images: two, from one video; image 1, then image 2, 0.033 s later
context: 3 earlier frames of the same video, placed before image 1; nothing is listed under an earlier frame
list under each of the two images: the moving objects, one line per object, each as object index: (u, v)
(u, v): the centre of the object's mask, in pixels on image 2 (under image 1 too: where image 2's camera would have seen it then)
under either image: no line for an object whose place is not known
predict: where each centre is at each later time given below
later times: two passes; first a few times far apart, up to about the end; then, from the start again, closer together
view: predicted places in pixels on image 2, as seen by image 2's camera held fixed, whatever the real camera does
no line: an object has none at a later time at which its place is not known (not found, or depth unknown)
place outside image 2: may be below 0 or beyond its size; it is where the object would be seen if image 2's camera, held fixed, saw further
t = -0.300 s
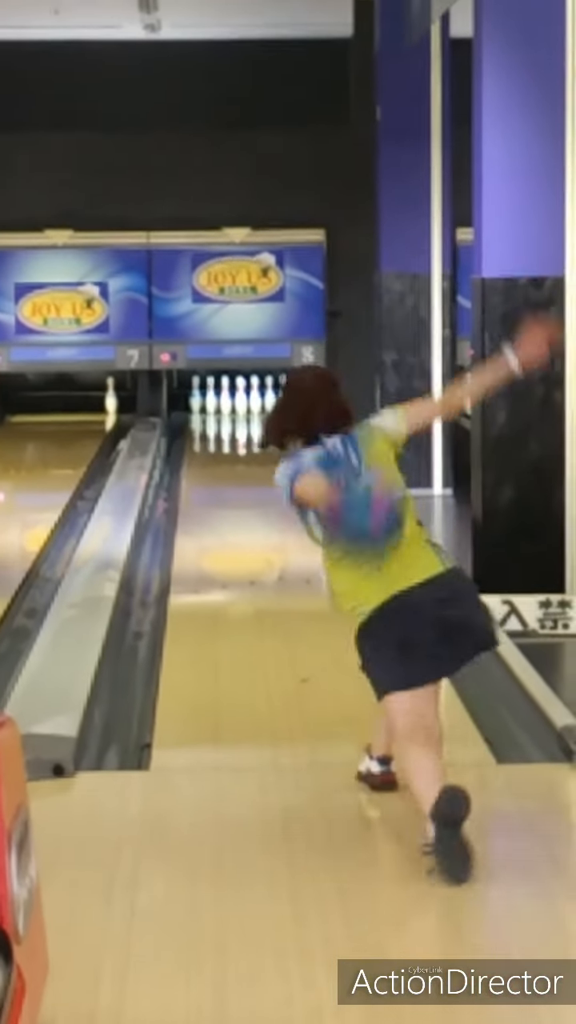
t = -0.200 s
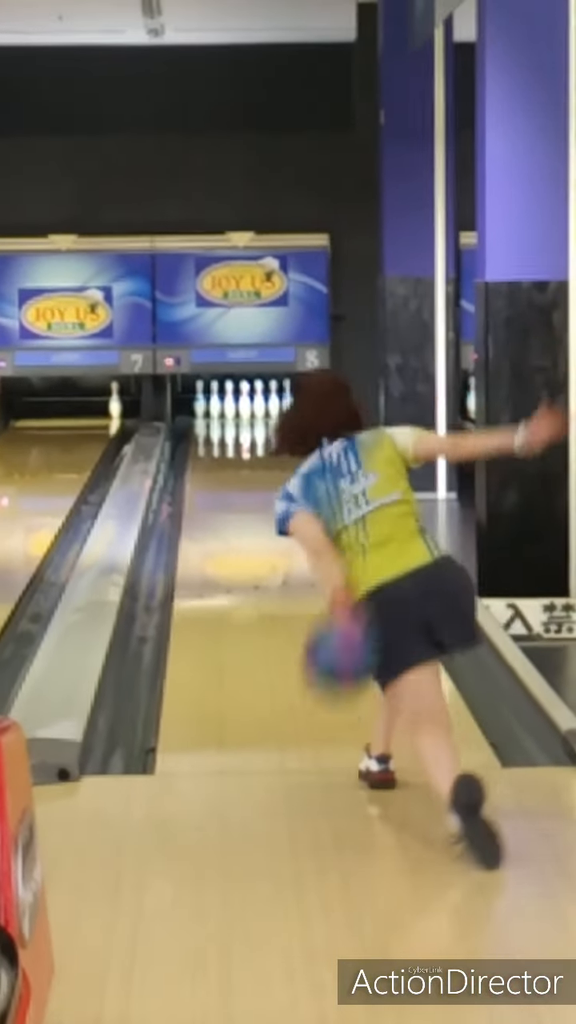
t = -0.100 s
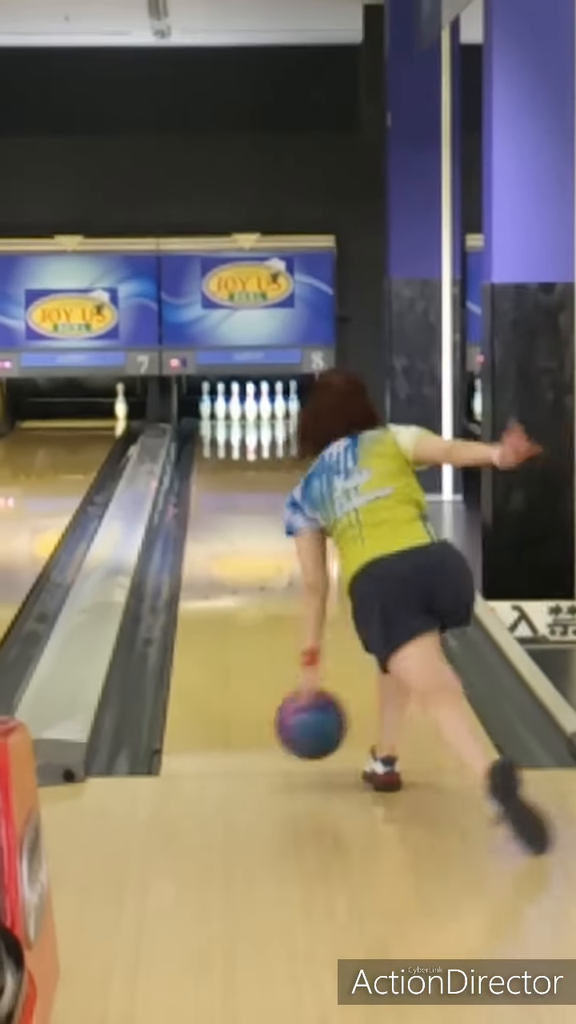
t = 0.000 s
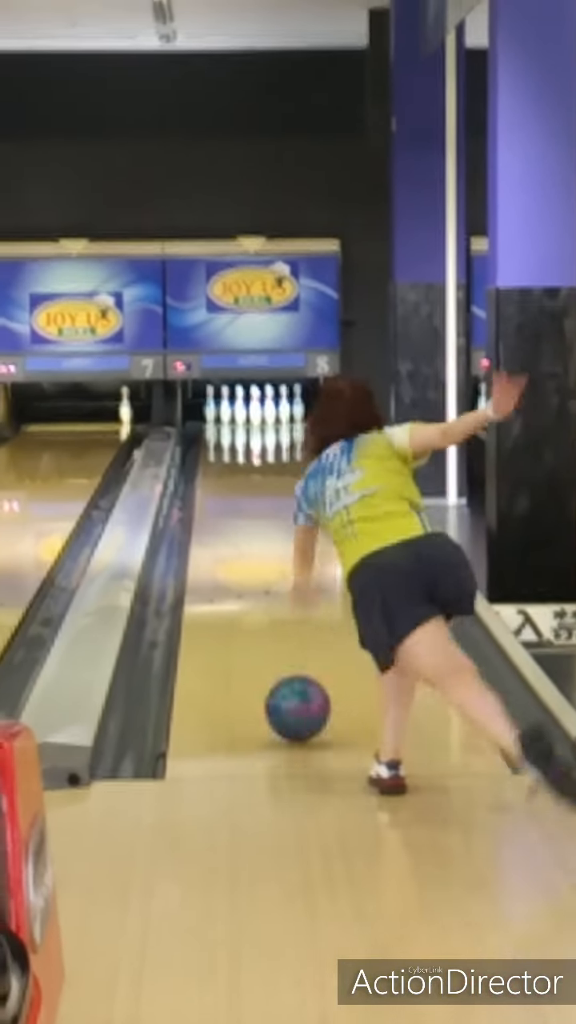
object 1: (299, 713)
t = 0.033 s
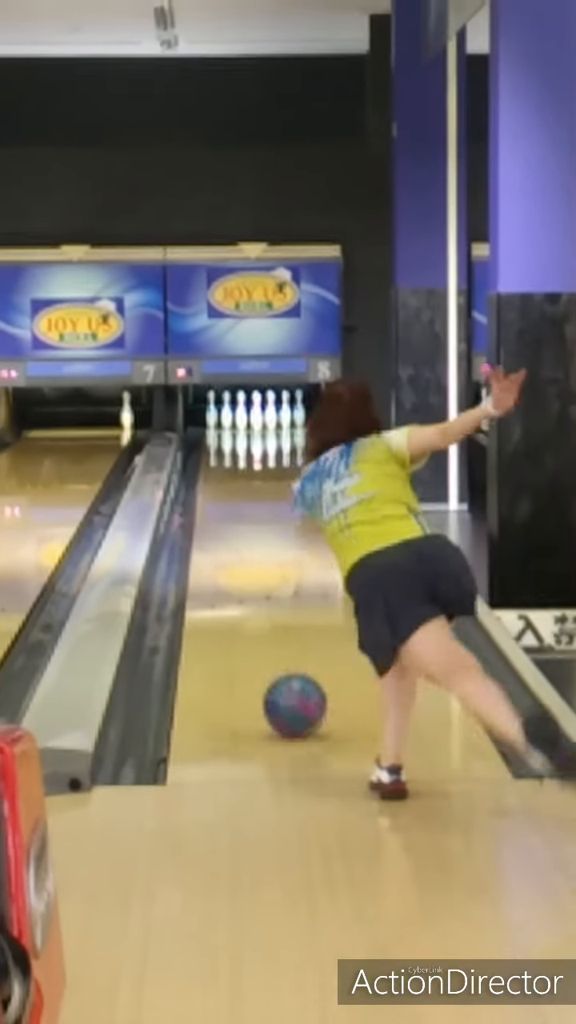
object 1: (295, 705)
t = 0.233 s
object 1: (275, 644)
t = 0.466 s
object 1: (259, 592)
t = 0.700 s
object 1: (247, 551)
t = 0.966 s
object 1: (238, 518)
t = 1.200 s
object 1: (232, 496)
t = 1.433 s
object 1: (228, 478)
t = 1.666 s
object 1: (226, 461)
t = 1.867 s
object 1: (225, 450)
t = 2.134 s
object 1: (229, 440)
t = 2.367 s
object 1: (240, 429)
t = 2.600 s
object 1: (250, 422)
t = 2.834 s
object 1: (250, 417)
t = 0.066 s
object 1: (291, 694)
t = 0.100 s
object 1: (287, 683)
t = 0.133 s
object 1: (284, 673)
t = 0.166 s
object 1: (281, 662)
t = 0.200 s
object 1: (278, 653)
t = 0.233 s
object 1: (275, 644)
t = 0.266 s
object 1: (272, 635)
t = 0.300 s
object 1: (270, 627)
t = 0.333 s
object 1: (267, 620)
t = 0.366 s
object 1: (265, 612)
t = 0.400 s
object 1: (263, 605)
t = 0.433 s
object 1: (261, 599)
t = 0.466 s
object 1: (259, 592)
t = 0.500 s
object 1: (257, 586)
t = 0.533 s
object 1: (255, 580)
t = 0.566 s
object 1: (254, 574)
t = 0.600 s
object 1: (252, 568)
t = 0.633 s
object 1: (250, 562)
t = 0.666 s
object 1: (248, 557)
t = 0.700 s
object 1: (247, 551)
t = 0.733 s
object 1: (246, 547)
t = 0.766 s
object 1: (245, 543)
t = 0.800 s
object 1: (244, 539)
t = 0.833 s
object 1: (242, 534)
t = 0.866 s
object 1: (241, 529)
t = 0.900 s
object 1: (240, 525)
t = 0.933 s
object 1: (238, 522)
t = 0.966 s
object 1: (238, 518)
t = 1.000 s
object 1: (237, 516)
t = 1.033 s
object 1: (236, 512)
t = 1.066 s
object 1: (235, 508)
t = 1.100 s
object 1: (234, 505)
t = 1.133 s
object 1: (233, 503)
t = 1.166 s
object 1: (232, 500)
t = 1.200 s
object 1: (232, 496)
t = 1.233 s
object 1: (232, 493)
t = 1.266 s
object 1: (231, 491)
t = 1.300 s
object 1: (230, 488)
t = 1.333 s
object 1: (229, 485)
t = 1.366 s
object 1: (229, 483)
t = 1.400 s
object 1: (228, 480)
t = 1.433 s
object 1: (228, 478)
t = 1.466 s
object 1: (228, 476)
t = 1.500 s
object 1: (227, 473)
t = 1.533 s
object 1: (227, 470)
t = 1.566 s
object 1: (226, 468)
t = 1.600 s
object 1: (226, 466)
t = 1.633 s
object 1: (226, 463)
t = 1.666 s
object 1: (226, 461)
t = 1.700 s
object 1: (226, 459)
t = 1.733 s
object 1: (224, 458)
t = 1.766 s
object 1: (225, 457)
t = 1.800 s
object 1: (225, 455)
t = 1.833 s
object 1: (225, 452)
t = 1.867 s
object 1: (225, 450)
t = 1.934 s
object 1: (226, 450)
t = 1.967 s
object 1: (226, 450)
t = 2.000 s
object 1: (226, 445)
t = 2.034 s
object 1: (227, 442)
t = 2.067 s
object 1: (227, 443)
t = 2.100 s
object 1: (228, 441)
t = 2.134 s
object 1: (229, 440)
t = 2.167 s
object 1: (230, 438)
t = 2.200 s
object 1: (230, 438)
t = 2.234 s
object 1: (231, 437)
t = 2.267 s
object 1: (234, 433)
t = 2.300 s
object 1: (236, 431)
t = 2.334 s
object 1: (237, 430)
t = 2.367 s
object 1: (240, 429)
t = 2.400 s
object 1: (241, 429)
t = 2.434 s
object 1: (243, 429)
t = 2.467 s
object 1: (244, 429)
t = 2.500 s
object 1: (245, 425)
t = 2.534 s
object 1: (246, 423)
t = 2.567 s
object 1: (248, 423)
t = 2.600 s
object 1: (250, 422)
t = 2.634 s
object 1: (249, 421)
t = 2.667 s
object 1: (249, 420)
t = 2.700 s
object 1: (250, 420)
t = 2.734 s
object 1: (250, 420)
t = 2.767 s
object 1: (250, 418)
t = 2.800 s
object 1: (250, 418)
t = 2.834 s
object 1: (250, 417)
